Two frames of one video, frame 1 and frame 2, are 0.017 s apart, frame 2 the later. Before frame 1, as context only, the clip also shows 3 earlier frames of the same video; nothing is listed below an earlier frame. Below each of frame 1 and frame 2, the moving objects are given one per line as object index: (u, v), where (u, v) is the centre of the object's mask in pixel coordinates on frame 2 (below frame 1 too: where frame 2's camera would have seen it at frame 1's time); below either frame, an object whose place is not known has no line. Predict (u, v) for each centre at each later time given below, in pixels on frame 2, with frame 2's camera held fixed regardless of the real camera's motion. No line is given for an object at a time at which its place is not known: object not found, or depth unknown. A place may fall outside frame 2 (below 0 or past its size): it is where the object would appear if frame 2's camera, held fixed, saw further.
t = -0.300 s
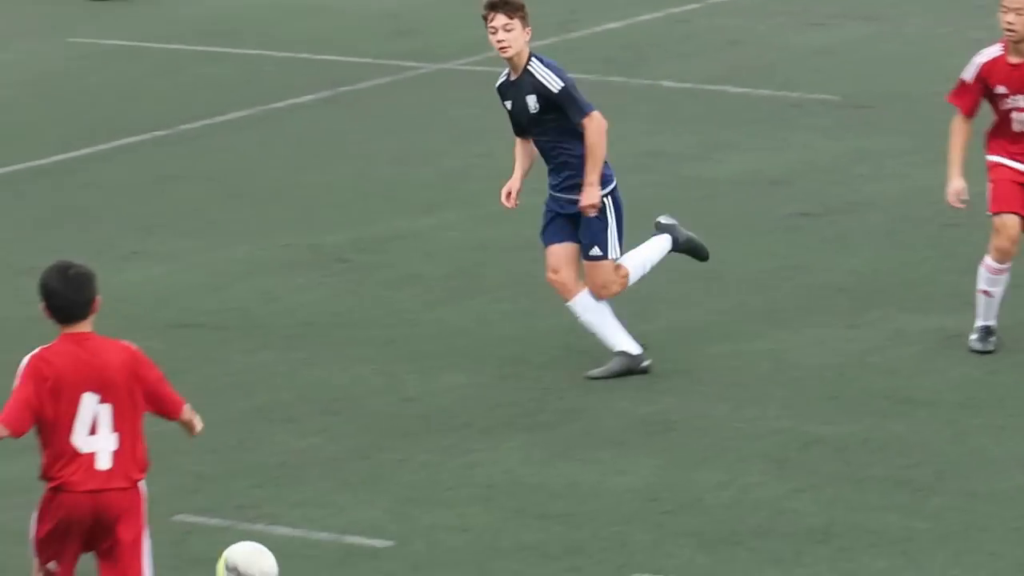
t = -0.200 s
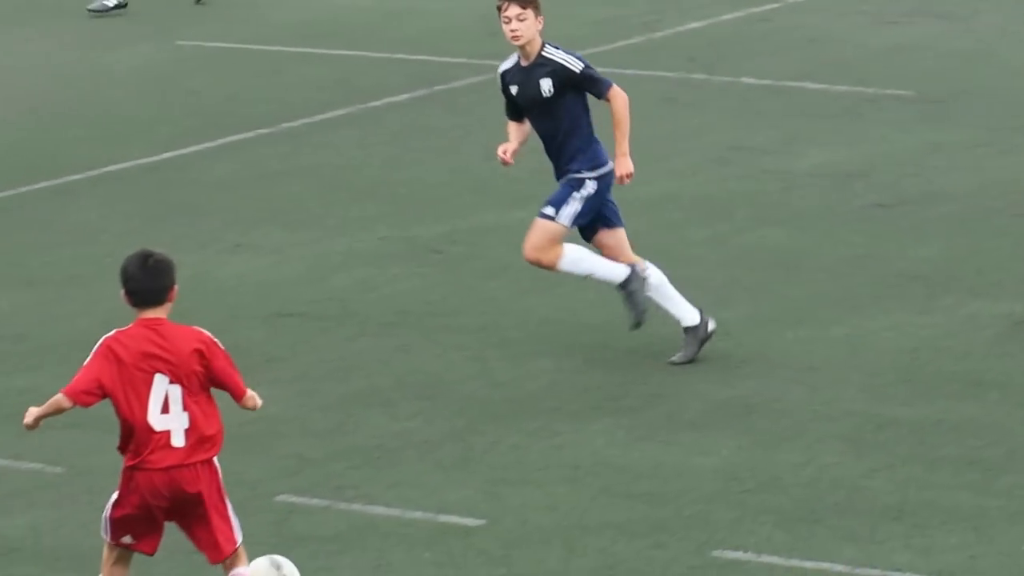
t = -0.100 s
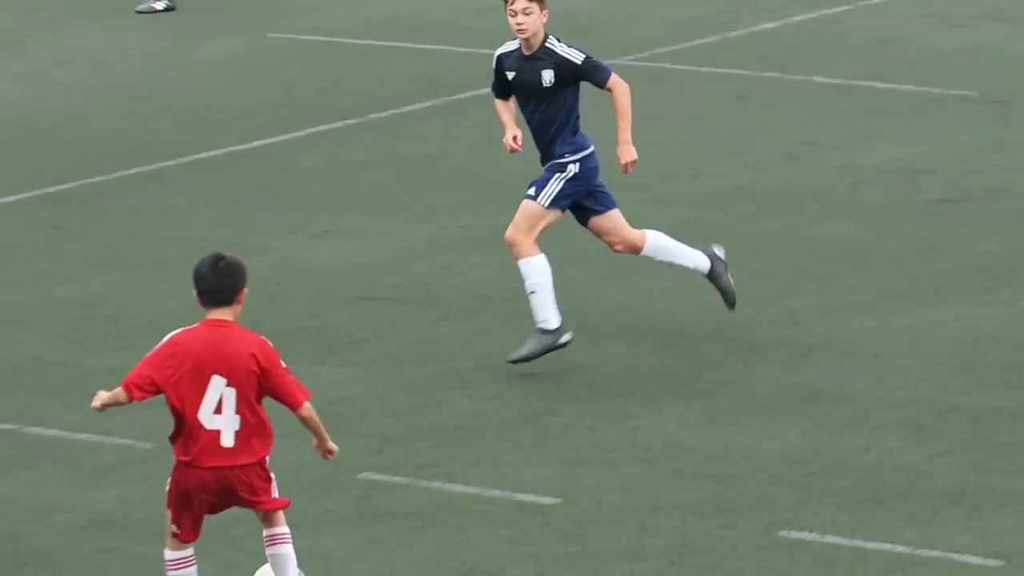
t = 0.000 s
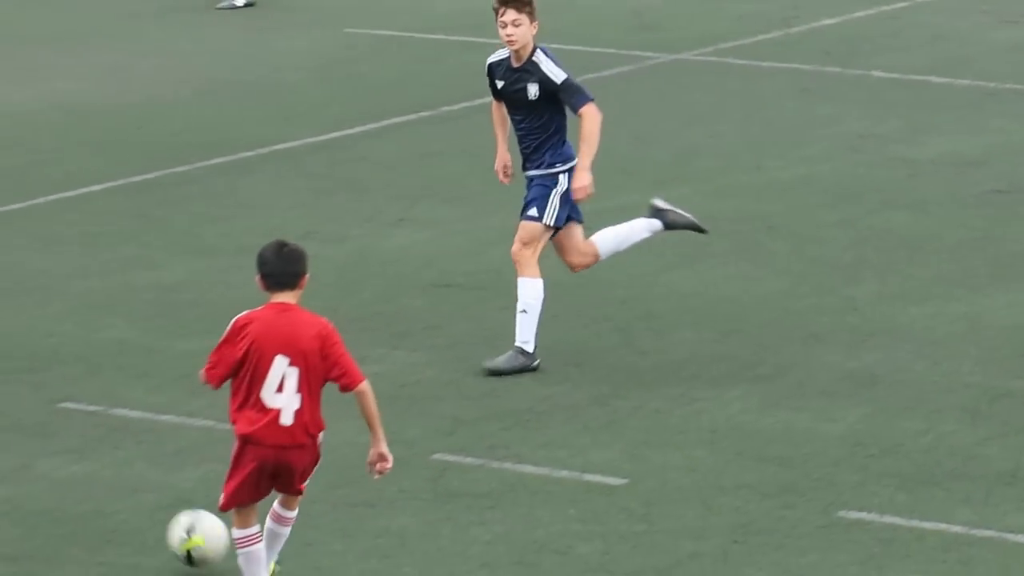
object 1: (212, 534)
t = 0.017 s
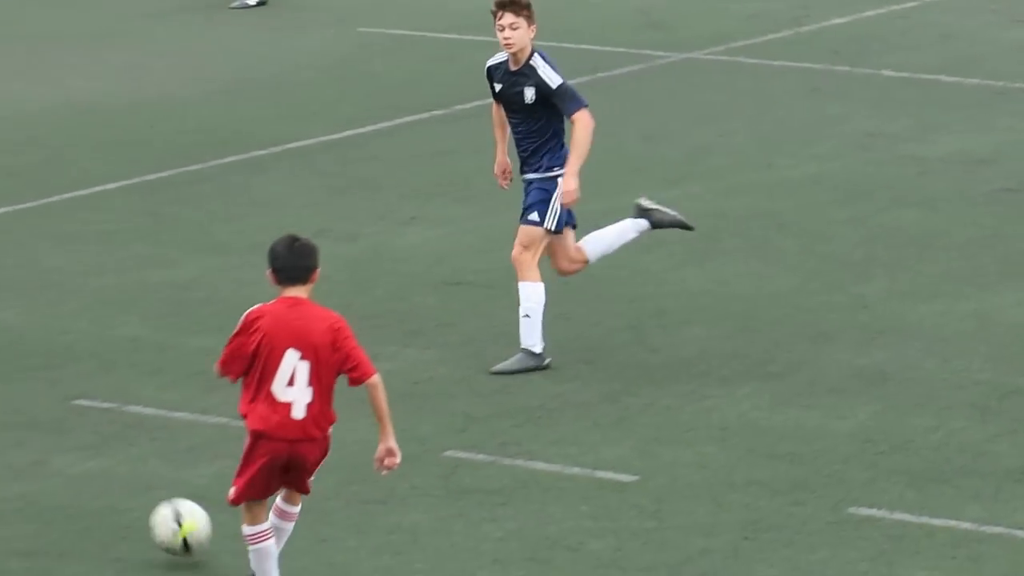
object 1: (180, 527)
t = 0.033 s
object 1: (147, 520)
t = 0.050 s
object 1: (115, 515)
